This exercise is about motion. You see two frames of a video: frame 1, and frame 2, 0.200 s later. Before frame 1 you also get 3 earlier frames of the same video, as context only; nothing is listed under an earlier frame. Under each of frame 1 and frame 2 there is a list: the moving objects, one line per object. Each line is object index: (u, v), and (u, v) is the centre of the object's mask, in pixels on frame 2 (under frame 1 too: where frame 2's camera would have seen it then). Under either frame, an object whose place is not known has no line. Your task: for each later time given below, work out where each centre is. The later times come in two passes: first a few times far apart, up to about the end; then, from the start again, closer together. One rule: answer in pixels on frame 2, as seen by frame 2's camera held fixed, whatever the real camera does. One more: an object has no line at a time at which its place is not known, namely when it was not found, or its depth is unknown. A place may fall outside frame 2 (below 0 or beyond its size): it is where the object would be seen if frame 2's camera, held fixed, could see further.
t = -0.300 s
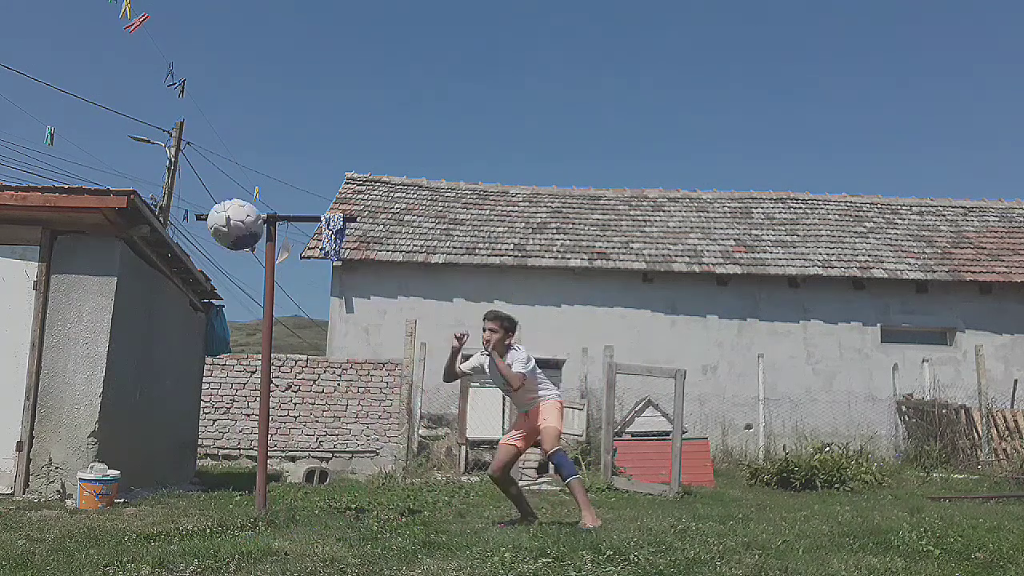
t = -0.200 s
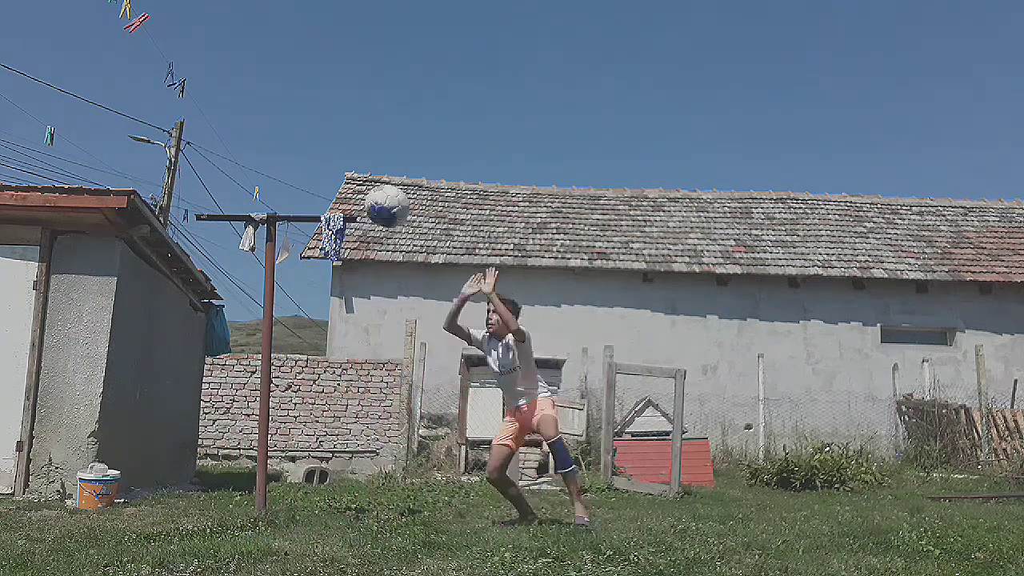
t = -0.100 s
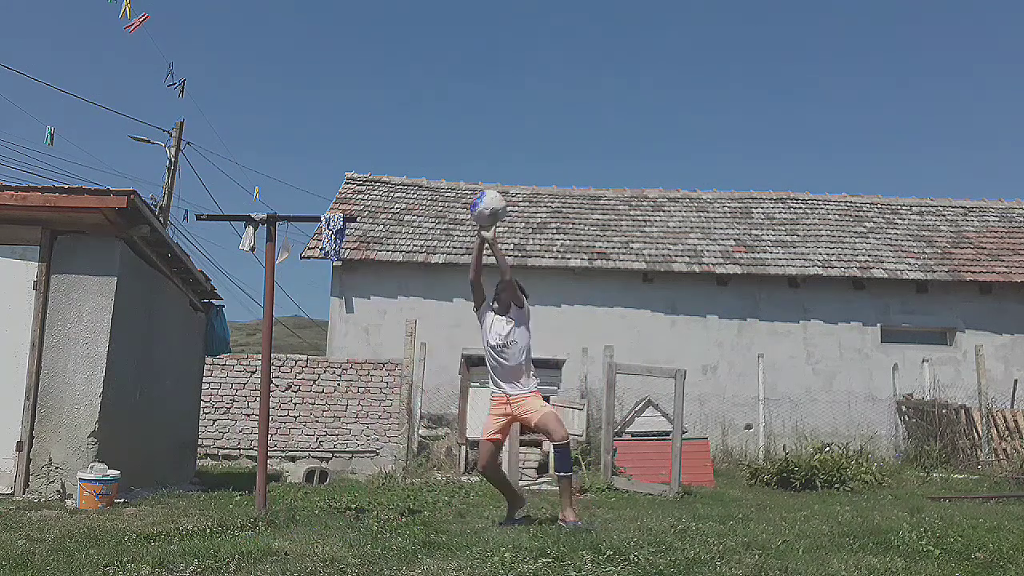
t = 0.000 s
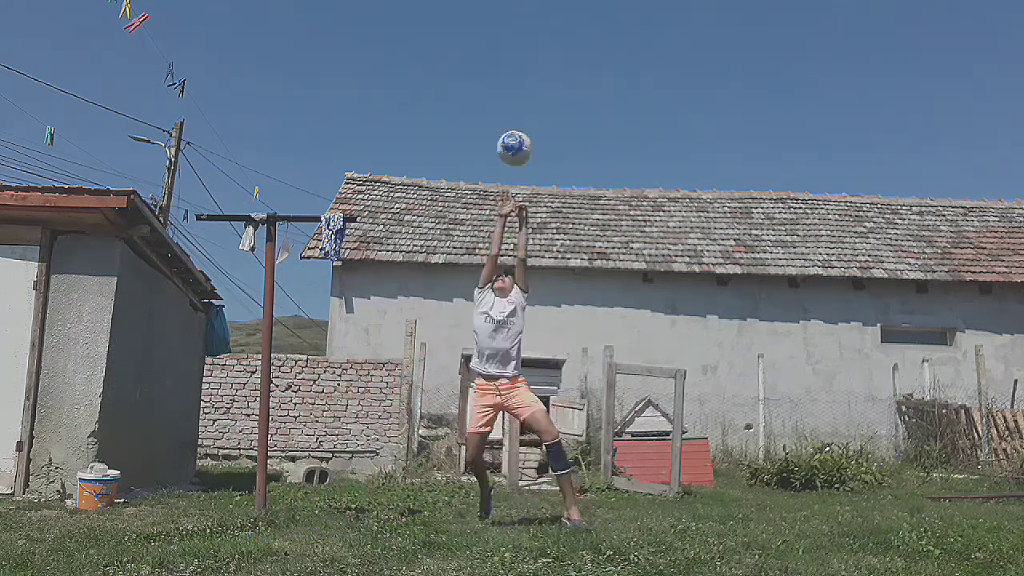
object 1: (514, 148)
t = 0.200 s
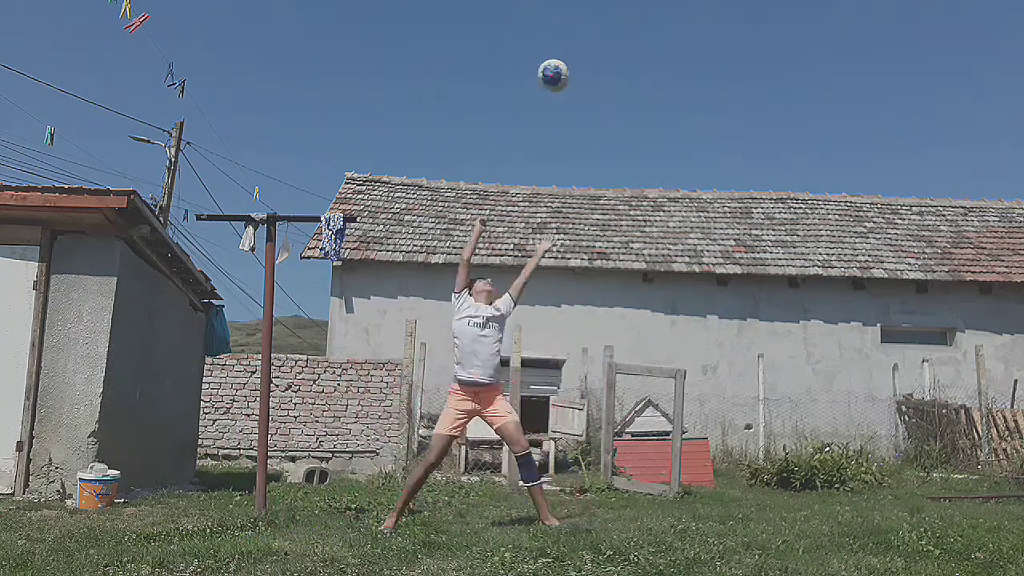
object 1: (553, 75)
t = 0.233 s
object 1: (559, 70)
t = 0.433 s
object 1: (590, 71)
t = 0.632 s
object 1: (617, 120)
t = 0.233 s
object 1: (559, 70)
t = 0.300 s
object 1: (570, 65)
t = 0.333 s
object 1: (576, 64)
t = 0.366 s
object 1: (580, 65)
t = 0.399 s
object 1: (586, 66)
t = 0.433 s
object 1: (590, 71)
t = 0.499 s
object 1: (600, 83)
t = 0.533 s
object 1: (604, 90)
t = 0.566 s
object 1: (609, 99)
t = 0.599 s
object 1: (613, 109)
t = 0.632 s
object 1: (617, 120)
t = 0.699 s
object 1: (625, 147)
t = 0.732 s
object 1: (629, 161)
